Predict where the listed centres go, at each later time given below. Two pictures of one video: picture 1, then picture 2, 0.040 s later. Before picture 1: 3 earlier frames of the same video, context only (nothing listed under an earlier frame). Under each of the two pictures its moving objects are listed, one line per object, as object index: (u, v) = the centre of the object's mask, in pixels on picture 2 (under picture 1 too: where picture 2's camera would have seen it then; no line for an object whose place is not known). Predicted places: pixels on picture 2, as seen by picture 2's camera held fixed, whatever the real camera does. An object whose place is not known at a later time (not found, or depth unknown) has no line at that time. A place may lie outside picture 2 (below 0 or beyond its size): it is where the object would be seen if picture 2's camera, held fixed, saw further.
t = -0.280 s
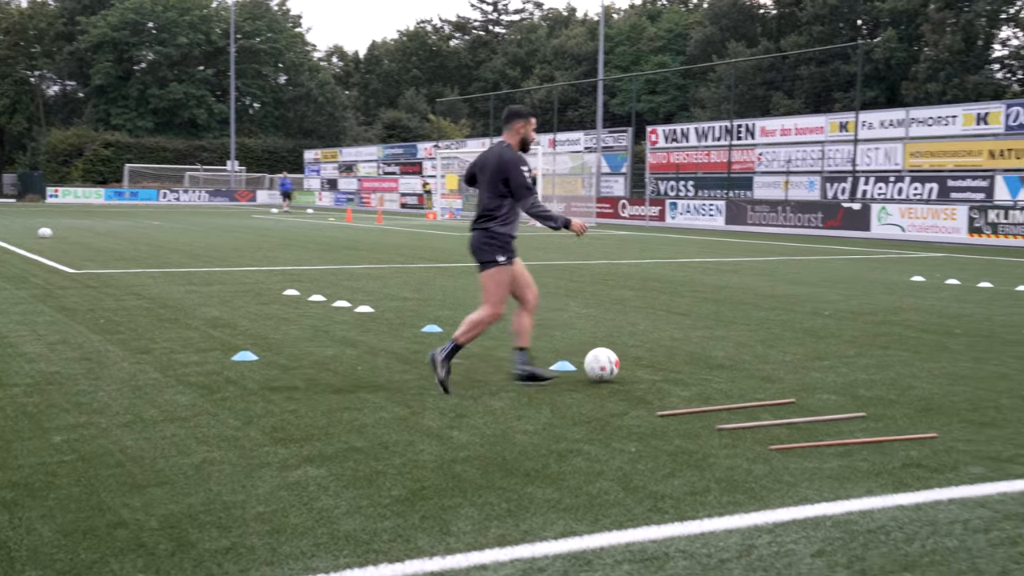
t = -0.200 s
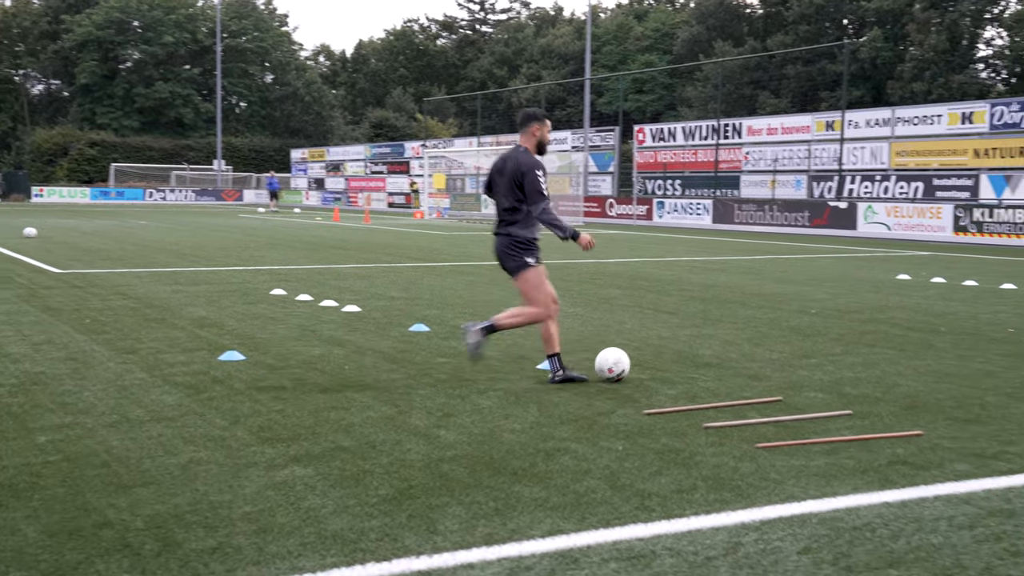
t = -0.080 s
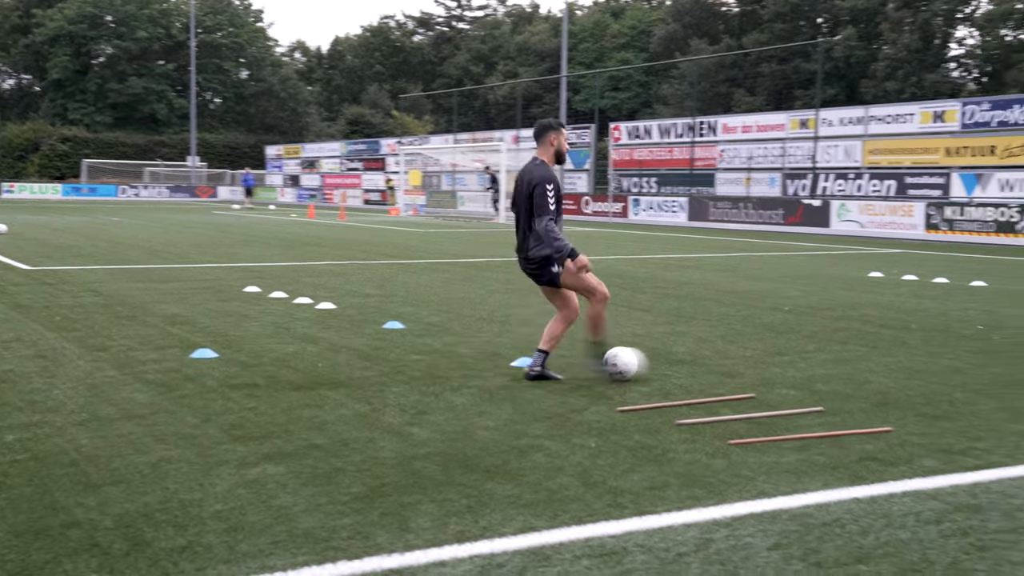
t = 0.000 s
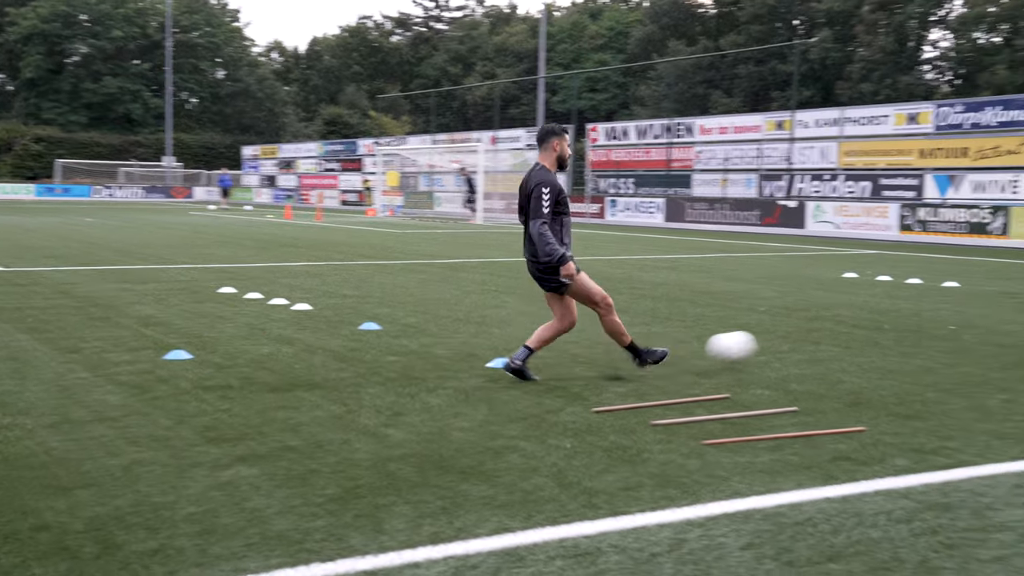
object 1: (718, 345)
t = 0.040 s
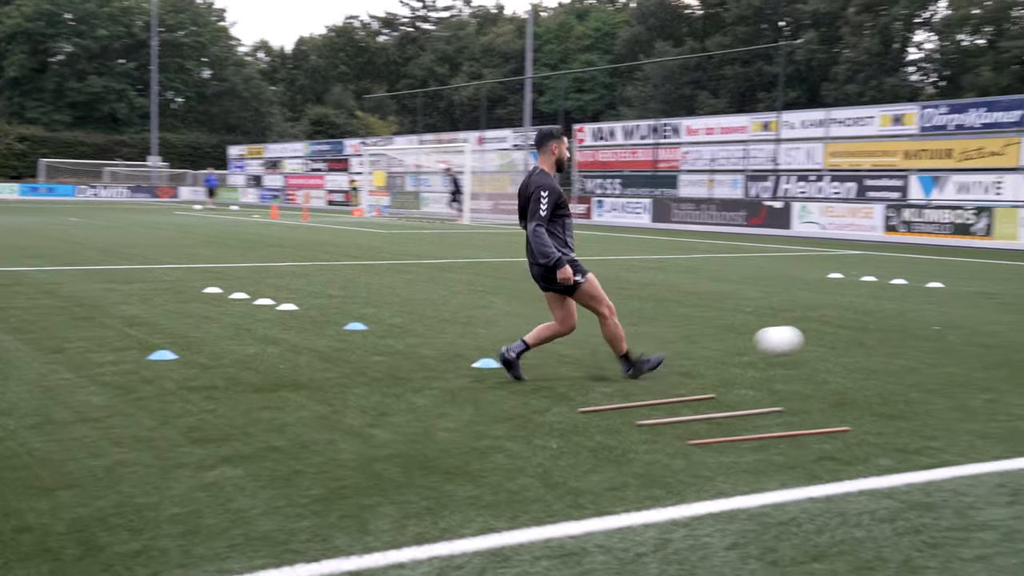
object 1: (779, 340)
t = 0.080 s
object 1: (836, 336)
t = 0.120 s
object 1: (890, 336)
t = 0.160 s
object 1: (941, 338)
